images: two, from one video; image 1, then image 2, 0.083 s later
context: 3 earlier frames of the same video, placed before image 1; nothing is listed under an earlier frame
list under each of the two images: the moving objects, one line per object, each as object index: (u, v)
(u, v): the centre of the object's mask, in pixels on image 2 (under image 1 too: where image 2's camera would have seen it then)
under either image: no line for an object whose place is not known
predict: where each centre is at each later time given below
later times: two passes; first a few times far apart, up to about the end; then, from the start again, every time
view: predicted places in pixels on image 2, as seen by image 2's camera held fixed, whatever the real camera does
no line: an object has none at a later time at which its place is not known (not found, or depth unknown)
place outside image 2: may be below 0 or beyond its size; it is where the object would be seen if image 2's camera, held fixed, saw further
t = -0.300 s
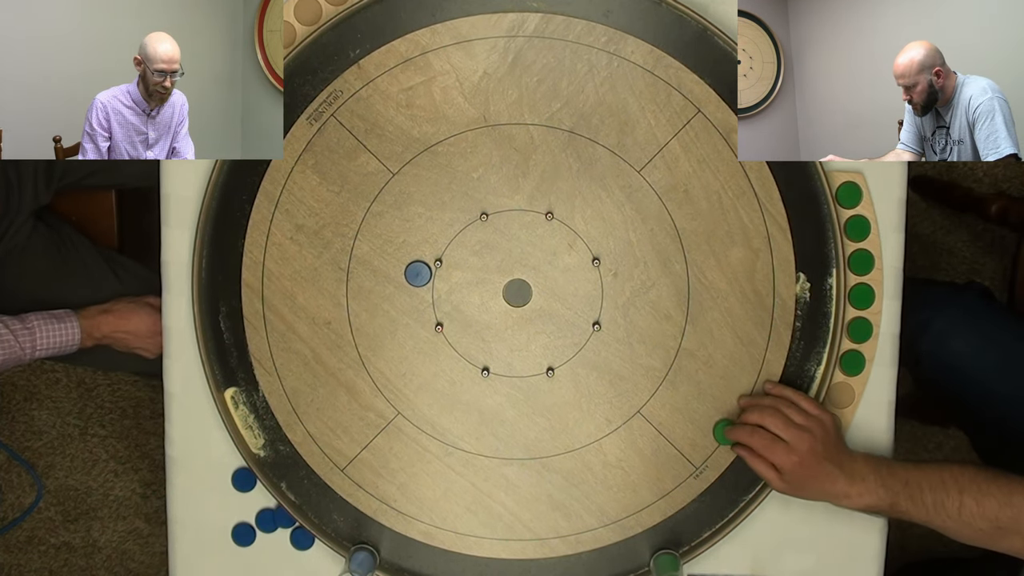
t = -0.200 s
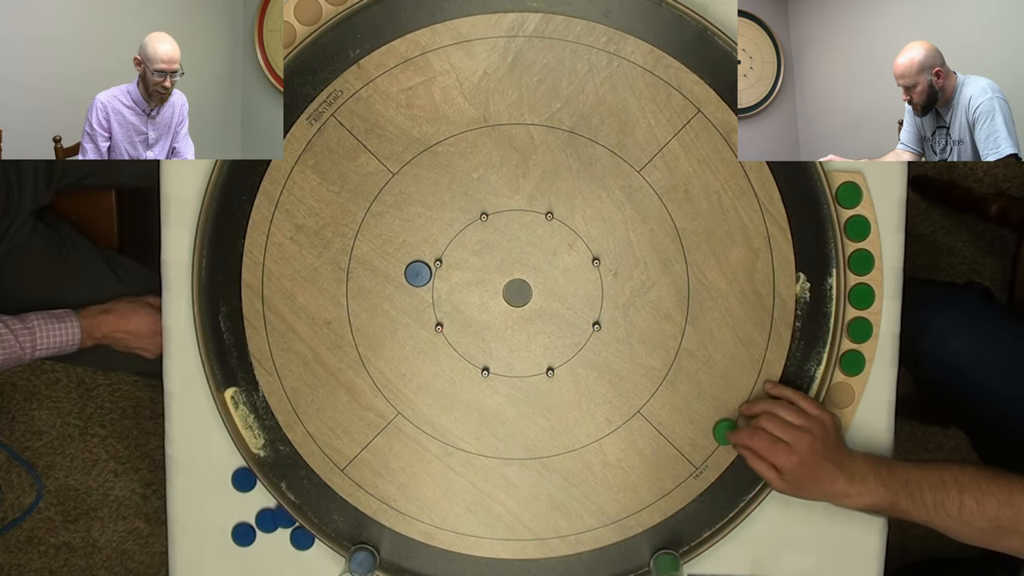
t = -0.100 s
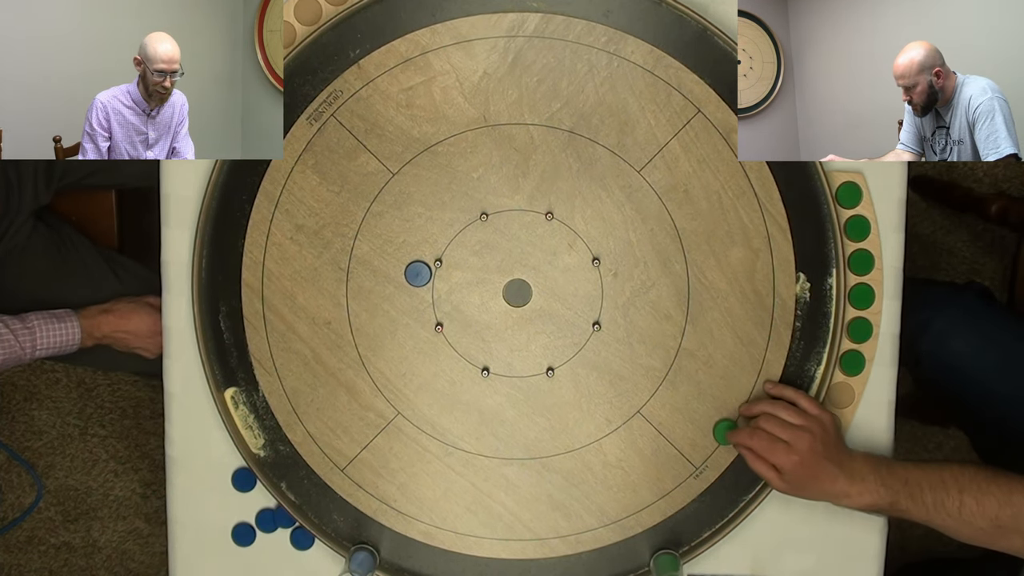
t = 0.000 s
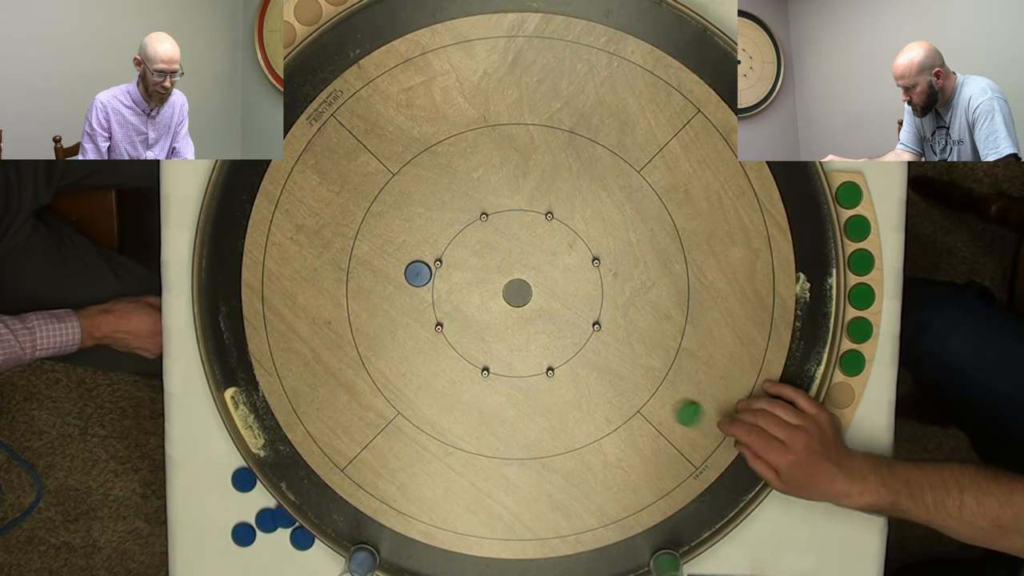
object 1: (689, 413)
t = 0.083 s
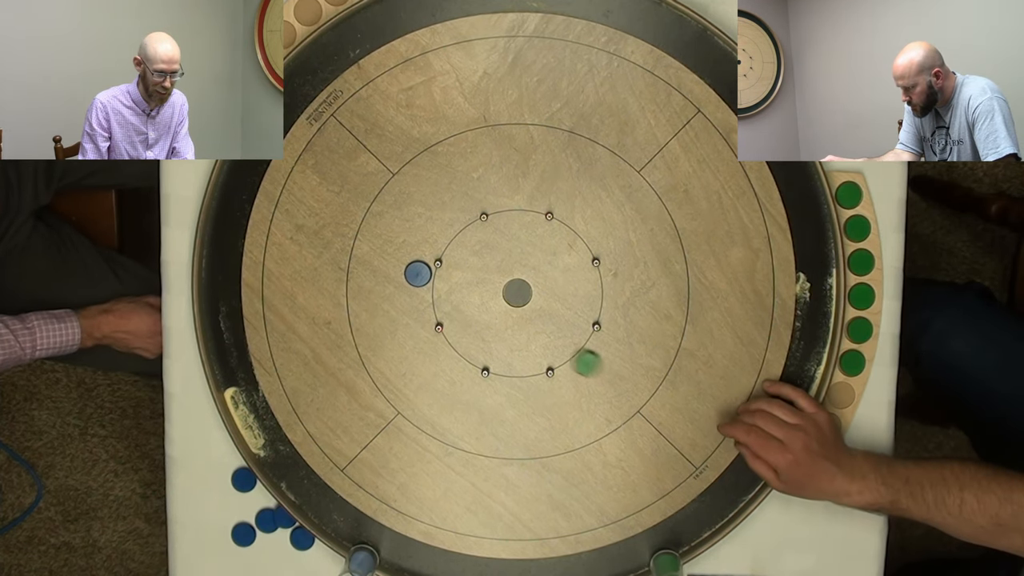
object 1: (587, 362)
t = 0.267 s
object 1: (430, 293)
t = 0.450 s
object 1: (420, 295)
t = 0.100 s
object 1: (567, 353)
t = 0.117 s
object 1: (548, 344)
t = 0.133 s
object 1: (528, 334)
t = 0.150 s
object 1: (510, 325)
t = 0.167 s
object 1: (492, 316)
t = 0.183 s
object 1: (473, 307)
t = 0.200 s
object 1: (456, 298)
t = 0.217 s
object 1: (439, 291)
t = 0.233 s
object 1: (435, 291)
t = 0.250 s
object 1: (432, 292)
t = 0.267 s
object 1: (430, 293)
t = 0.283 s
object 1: (428, 294)
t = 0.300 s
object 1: (426, 294)
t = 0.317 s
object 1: (424, 294)
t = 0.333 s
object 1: (423, 295)
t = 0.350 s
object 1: (422, 295)
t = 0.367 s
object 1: (421, 295)
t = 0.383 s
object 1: (420, 295)
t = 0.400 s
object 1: (420, 295)
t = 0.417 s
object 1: (420, 295)
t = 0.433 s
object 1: (420, 295)
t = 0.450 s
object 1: (420, 295)
